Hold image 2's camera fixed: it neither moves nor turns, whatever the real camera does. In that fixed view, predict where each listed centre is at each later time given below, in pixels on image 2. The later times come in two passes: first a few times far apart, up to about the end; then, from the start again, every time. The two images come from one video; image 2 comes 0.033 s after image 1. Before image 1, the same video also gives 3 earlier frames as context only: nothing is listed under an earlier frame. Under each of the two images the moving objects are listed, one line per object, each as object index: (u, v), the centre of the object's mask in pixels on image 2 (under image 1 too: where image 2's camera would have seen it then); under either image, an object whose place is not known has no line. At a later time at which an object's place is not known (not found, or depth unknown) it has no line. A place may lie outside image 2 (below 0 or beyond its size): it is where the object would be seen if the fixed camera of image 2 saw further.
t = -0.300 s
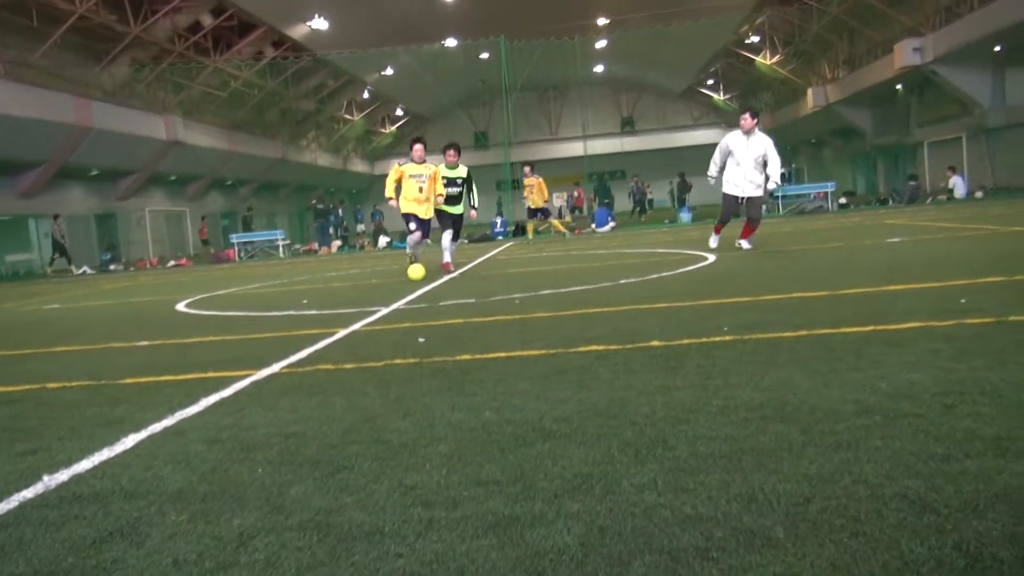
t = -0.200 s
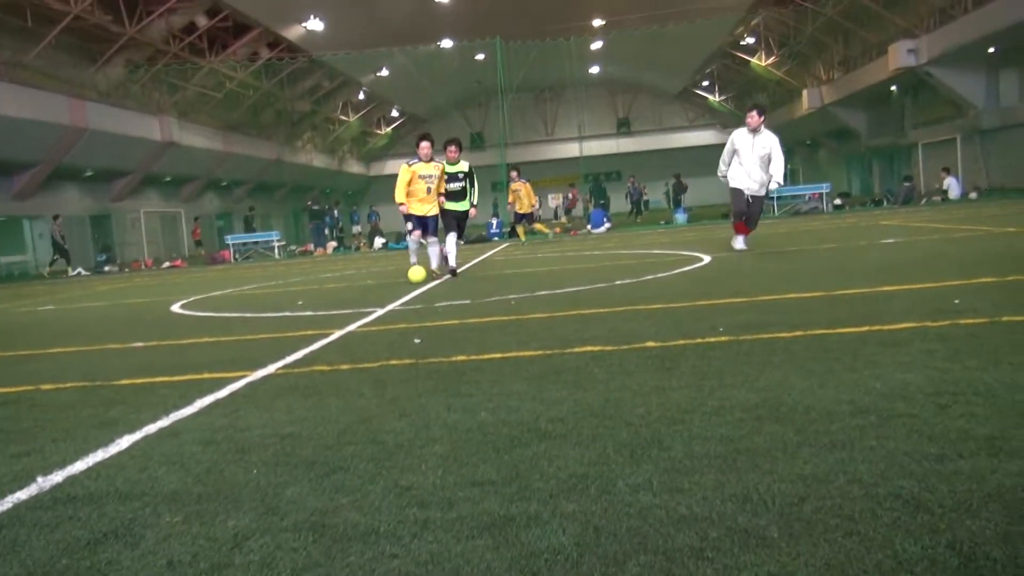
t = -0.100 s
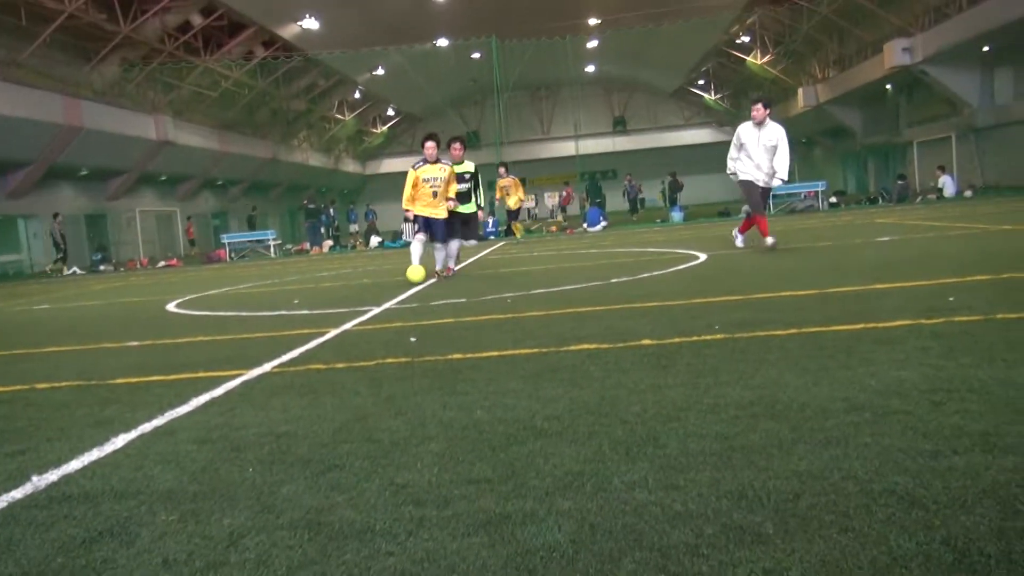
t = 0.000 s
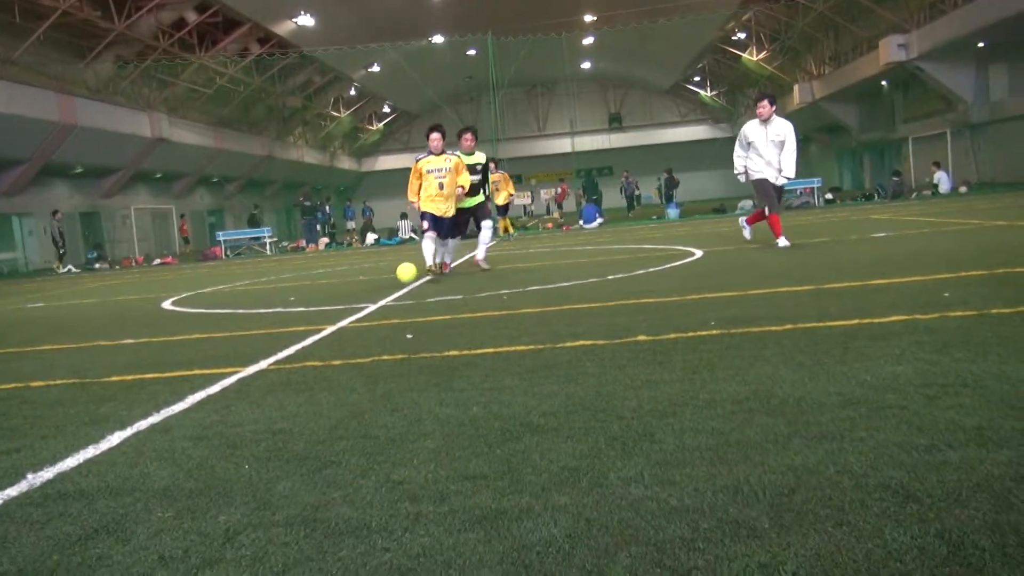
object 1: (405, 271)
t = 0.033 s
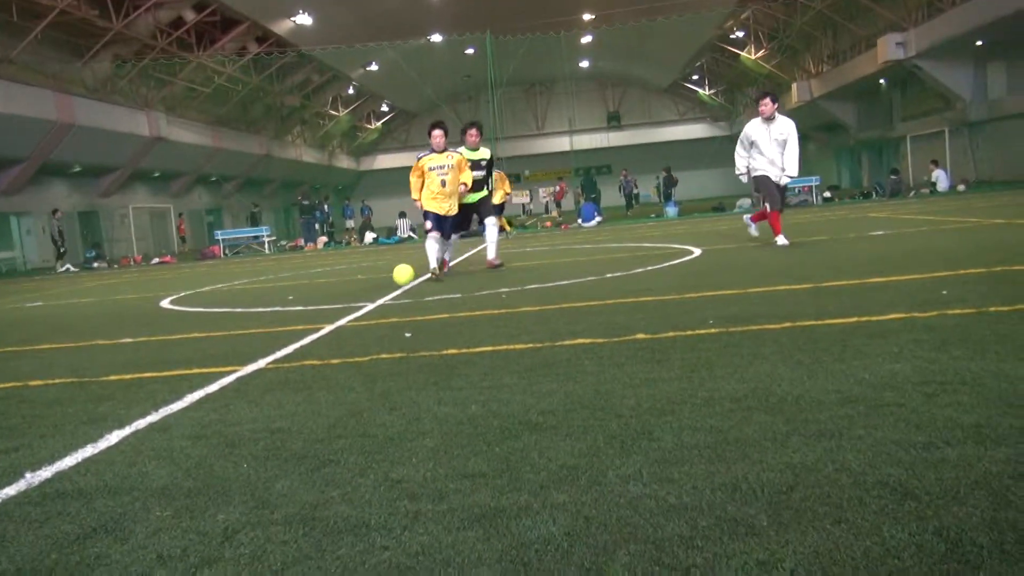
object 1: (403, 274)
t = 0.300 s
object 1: (389, 297)
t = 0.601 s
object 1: (371, 322)
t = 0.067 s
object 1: (401, 279)
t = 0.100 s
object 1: (400, 283)
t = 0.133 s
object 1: (398, 283)
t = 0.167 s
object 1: (396, 284)
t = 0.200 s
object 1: (394, 286)
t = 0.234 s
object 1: (392, 290)
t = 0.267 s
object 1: (390, 296)
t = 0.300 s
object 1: (389, 297)
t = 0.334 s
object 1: (387, 298)
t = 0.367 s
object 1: (385, 301)
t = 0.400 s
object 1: (383, 306)
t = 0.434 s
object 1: (382, 308)
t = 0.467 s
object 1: (380, 310)
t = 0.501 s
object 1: (378, 314)
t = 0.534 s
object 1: (376, 318)
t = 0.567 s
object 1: (374, 319)
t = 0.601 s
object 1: (371, 322)
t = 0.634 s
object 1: (369, 327)
